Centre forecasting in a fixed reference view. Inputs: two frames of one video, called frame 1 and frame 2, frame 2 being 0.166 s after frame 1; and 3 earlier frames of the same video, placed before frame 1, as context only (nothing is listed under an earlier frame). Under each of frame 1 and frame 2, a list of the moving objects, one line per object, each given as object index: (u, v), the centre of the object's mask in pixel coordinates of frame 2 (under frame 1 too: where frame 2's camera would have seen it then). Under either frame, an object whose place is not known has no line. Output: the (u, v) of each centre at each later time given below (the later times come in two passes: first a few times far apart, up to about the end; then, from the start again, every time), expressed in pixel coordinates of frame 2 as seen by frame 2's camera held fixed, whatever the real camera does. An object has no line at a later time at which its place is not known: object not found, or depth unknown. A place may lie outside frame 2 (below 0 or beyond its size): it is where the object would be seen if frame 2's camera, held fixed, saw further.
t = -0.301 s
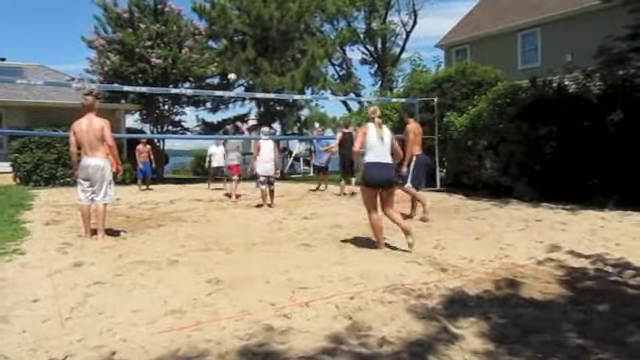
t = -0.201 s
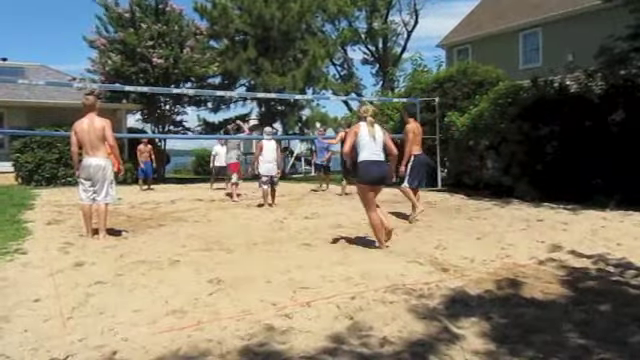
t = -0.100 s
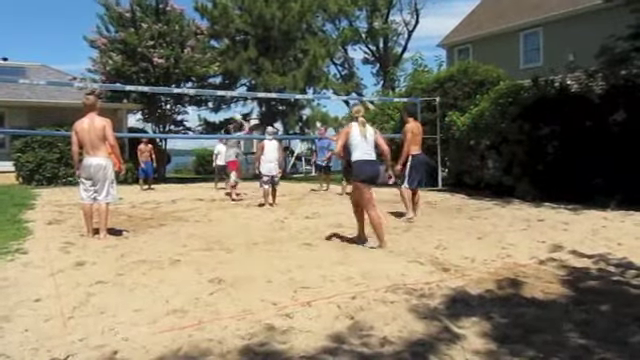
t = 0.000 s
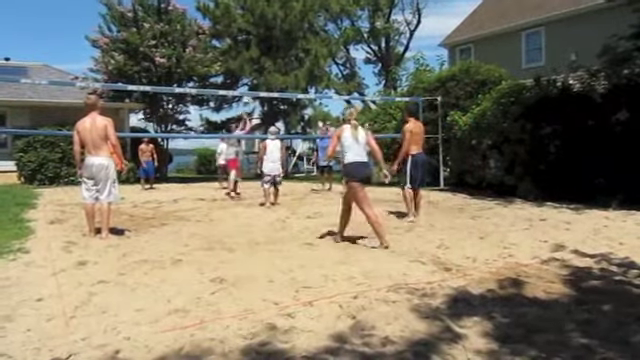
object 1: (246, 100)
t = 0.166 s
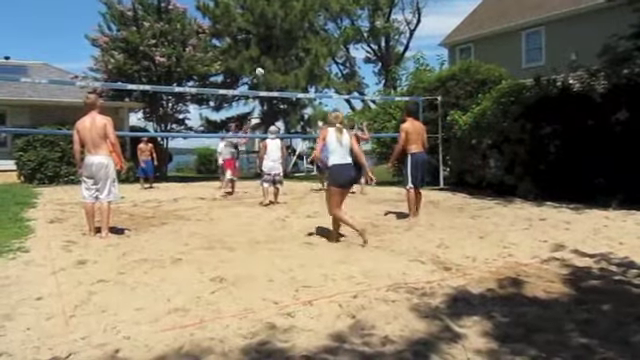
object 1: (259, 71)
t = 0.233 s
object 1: (265, 64)
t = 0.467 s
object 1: (283, 50)
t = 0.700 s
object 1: (301, 58)
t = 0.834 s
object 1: (311, 71)
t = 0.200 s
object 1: (262, 68)
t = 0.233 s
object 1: (265, 64)
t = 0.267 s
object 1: (267, 60)
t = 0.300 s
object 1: (270, 58)
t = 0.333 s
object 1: (273, 55)
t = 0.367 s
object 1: (275, 53)
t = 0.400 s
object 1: (278, 52)
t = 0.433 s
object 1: (280, 52)
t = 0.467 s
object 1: (283, 50)
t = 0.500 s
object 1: (285, 50)
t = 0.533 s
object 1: (288, 51)
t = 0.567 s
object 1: (290, 51)
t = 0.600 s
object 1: (293, 52)
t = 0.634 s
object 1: (295, 53)
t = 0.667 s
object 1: (298, 56)
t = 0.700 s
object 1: (301, 58)
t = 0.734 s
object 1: (303, 61)
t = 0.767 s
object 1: (305, 63)
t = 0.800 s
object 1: (308, 67)
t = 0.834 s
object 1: (311, 71)
